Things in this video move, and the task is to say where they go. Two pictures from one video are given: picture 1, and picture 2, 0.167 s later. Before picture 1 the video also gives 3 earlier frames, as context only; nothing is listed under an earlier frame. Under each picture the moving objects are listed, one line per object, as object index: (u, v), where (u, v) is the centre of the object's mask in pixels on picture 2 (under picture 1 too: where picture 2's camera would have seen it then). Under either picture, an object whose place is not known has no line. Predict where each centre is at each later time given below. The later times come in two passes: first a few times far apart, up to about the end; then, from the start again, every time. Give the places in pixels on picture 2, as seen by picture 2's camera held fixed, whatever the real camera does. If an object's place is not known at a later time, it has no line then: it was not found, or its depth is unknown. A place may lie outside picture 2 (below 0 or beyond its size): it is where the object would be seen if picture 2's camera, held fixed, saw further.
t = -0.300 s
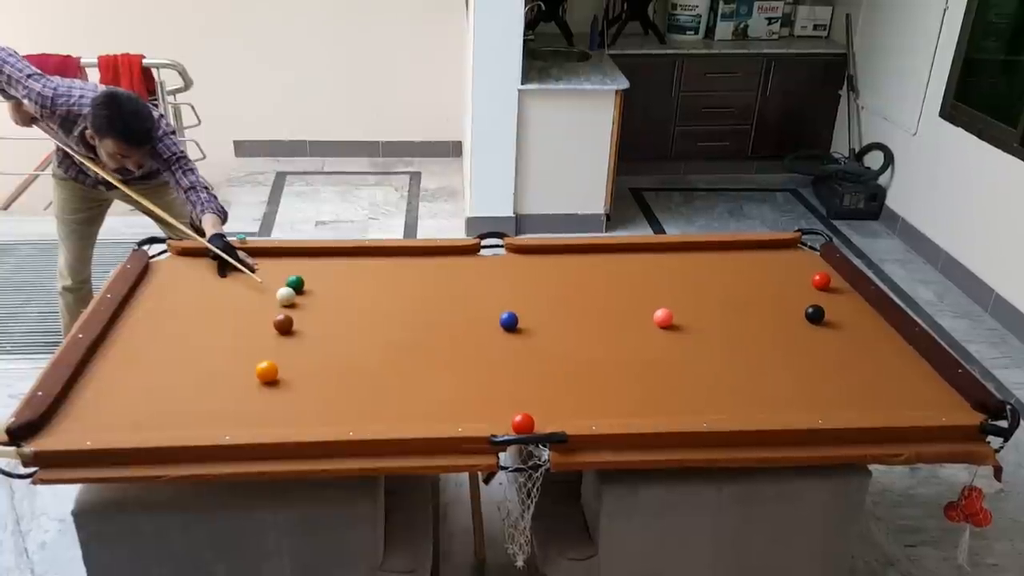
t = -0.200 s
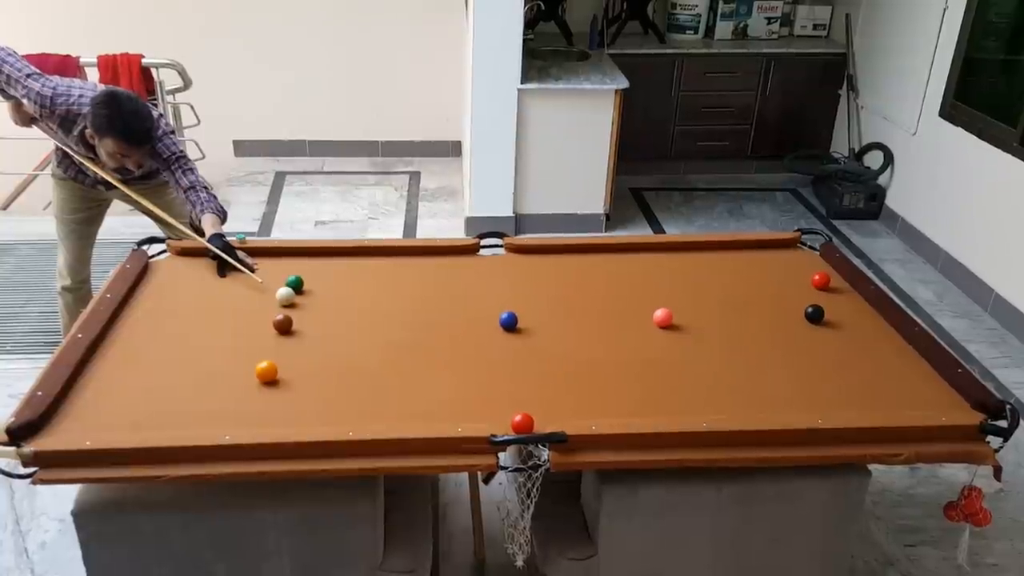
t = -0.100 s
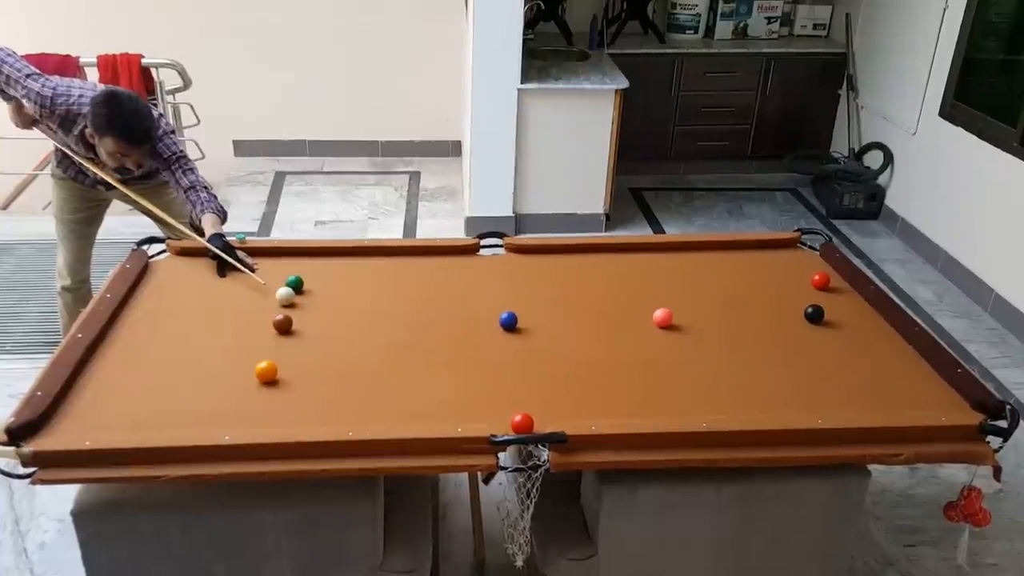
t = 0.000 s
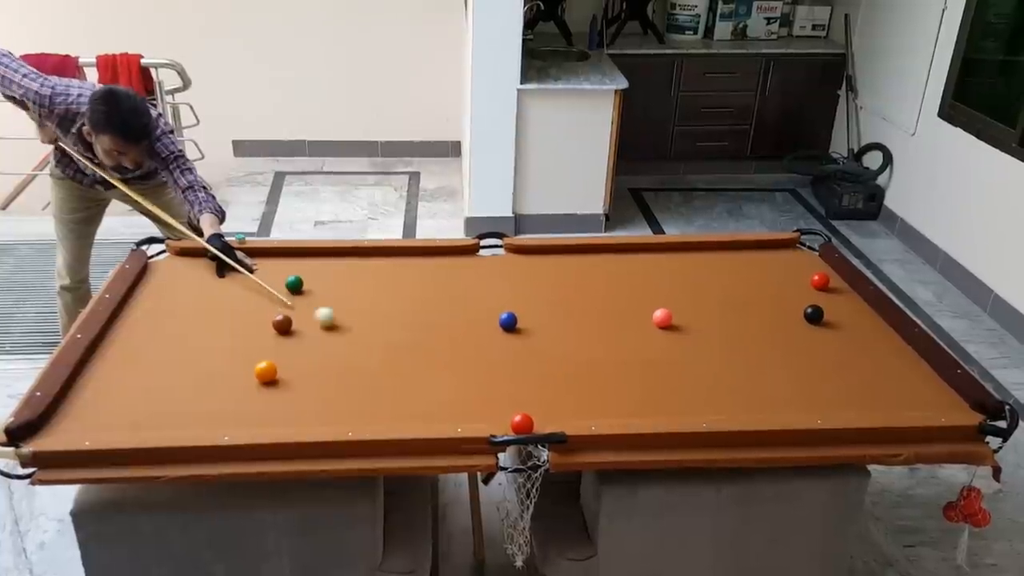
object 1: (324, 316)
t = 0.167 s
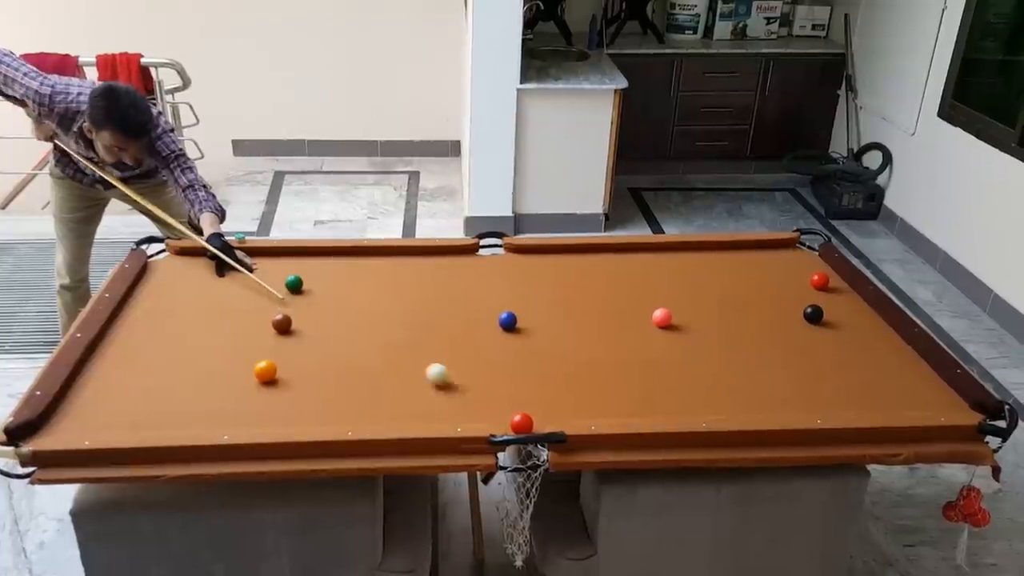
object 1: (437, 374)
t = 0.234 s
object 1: (480, 396)
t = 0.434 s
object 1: (544, 411)
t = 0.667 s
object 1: (594, 410)
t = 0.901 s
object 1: (638, 412)
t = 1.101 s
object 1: (670, 411)
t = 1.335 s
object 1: (699, 409)
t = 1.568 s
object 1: (723, 409)
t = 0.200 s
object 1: (459, 385)
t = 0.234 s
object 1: (480, 396)
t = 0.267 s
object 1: (501, 408)
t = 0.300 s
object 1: (514, 411)
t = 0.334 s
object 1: (521, 410)
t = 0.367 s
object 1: (529, 410)
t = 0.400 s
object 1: (536, 410)
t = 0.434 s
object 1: (544, 411)
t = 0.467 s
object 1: (552, 411)
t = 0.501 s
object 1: (558, 411)
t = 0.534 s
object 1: (565, 411)
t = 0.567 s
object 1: (572, 410)
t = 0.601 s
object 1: (579, 410)
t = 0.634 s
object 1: (586, 410)
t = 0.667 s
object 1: (594, 410)
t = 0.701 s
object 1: (601, 411)
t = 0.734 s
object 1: (607, 411)
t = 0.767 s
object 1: (613, 411)
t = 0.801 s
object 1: (619, 411)
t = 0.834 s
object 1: (626, 411)
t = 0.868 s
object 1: (632, 411)
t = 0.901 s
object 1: (638, 412)
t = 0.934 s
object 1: (644, 412)
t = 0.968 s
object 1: (650, 411)
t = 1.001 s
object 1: (656, 412)
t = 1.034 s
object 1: (660, 412)
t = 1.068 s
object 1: (665, 411)
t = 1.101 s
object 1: (670, 411)
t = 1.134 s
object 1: (674, 411)
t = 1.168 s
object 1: (679, 411)
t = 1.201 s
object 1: (683, 410)
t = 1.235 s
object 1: (687, 410)
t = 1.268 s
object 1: (691, 410)
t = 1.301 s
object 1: (695, 410)
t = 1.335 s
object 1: (699, 409)
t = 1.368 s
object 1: (703, 409)
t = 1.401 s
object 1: (707, 409)
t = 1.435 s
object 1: (710, 409)
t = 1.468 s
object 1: (713, 409)
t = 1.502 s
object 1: (717, 409)
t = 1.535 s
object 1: (720, 409)
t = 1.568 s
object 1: (723, 409)
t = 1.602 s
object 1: (726, 409)
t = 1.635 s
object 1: (729, 409)
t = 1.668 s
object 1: (732, 409)
